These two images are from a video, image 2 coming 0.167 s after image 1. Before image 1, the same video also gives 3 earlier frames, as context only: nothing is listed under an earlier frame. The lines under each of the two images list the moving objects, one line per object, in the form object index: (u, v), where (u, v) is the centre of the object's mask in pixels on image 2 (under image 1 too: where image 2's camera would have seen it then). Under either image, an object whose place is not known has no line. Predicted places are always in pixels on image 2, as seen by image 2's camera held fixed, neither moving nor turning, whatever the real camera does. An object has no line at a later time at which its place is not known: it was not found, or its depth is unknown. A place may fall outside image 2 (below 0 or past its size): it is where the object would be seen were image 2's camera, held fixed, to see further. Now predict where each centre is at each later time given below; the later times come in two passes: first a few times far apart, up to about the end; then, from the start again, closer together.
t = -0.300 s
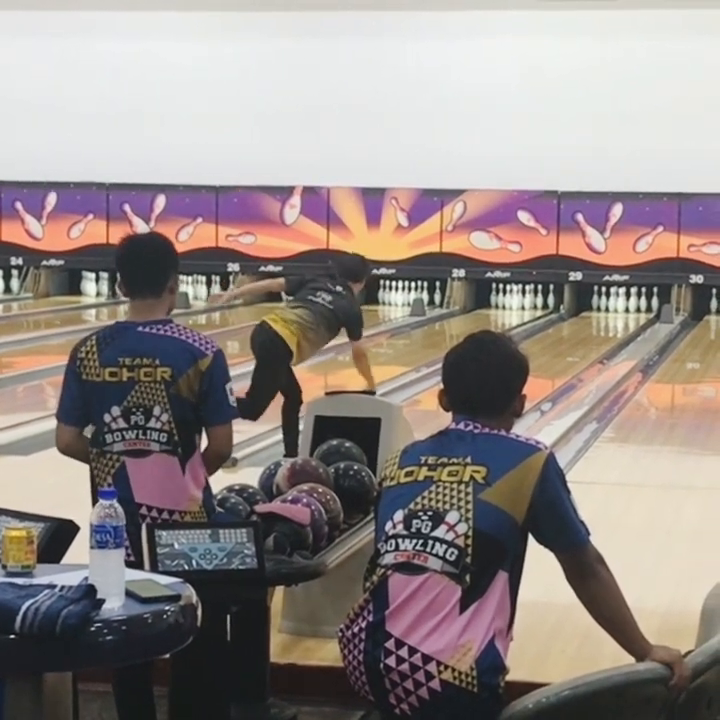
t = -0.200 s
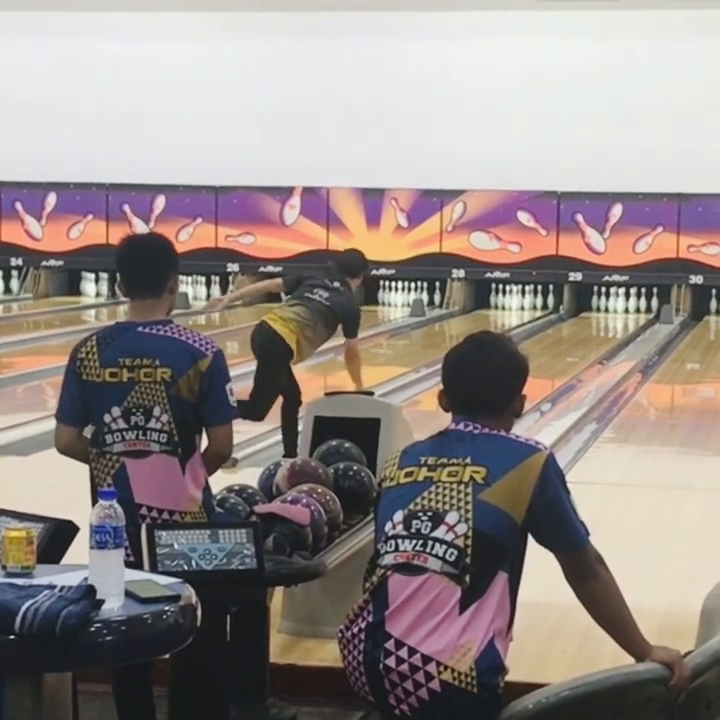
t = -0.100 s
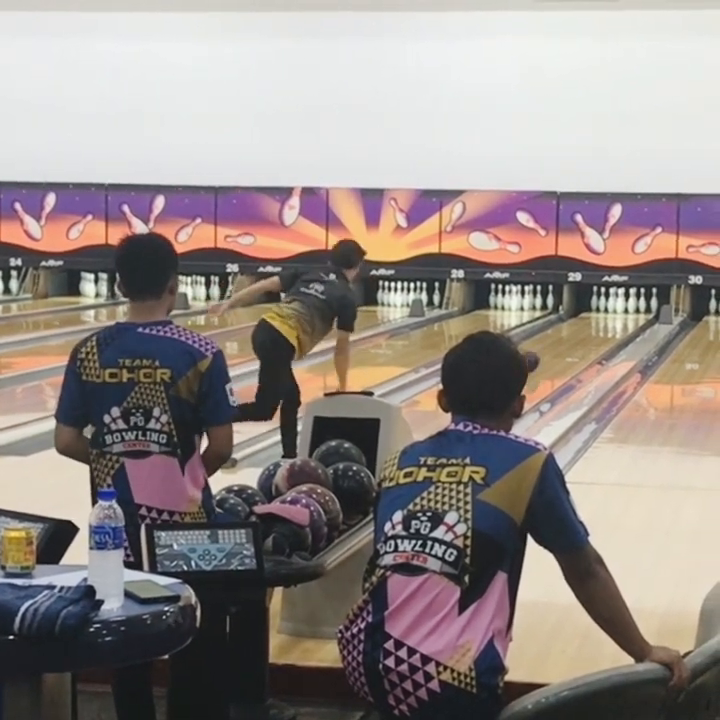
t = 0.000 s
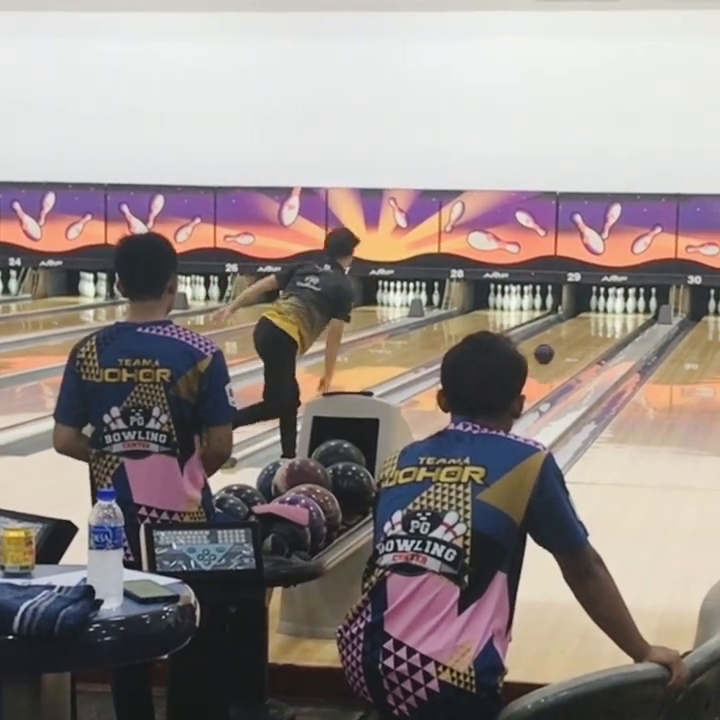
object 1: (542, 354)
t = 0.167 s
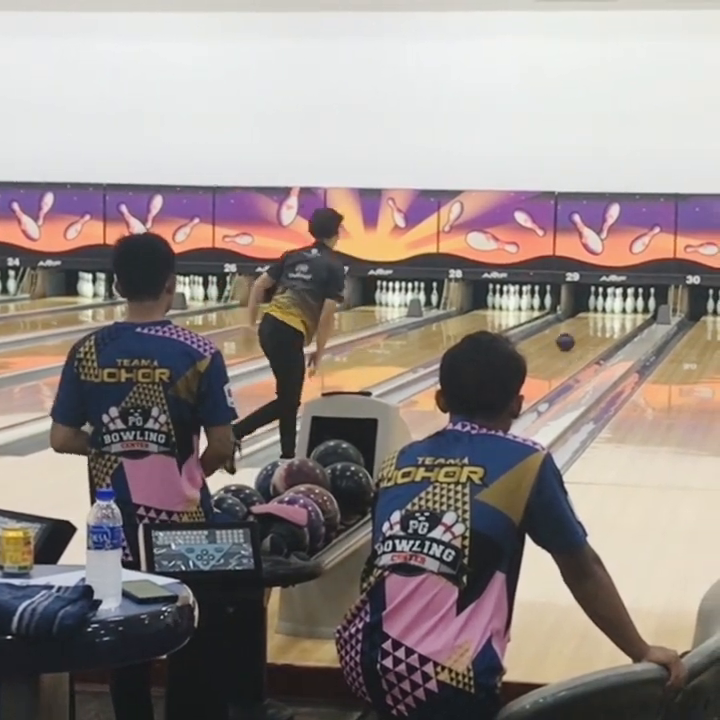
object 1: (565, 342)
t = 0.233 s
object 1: (571, 339)
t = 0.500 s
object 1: (595, 325)
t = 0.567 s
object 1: (599, 323)
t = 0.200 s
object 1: (568, 340)
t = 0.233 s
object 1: (571, 339)
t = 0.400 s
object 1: (588, 329)
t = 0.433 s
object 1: (590, 328)
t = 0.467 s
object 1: (592, 327)
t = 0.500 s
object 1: (595, 325)
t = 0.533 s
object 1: (598, 324)
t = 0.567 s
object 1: (599, 323)
